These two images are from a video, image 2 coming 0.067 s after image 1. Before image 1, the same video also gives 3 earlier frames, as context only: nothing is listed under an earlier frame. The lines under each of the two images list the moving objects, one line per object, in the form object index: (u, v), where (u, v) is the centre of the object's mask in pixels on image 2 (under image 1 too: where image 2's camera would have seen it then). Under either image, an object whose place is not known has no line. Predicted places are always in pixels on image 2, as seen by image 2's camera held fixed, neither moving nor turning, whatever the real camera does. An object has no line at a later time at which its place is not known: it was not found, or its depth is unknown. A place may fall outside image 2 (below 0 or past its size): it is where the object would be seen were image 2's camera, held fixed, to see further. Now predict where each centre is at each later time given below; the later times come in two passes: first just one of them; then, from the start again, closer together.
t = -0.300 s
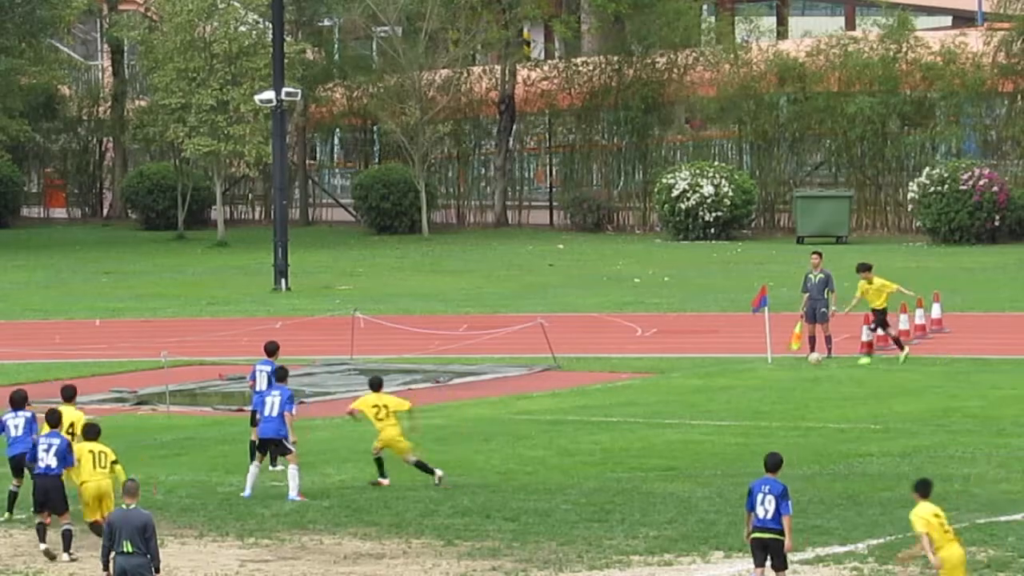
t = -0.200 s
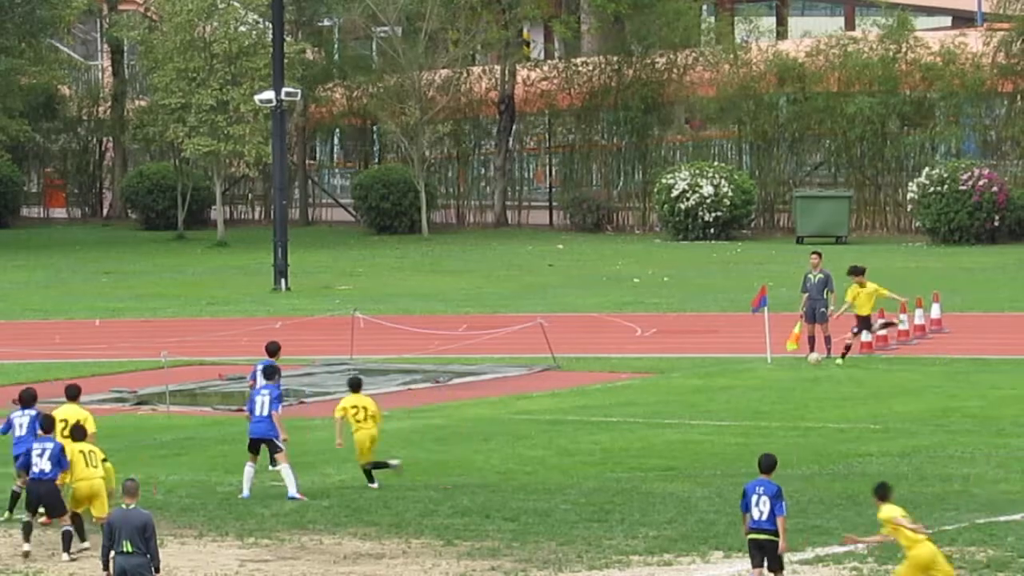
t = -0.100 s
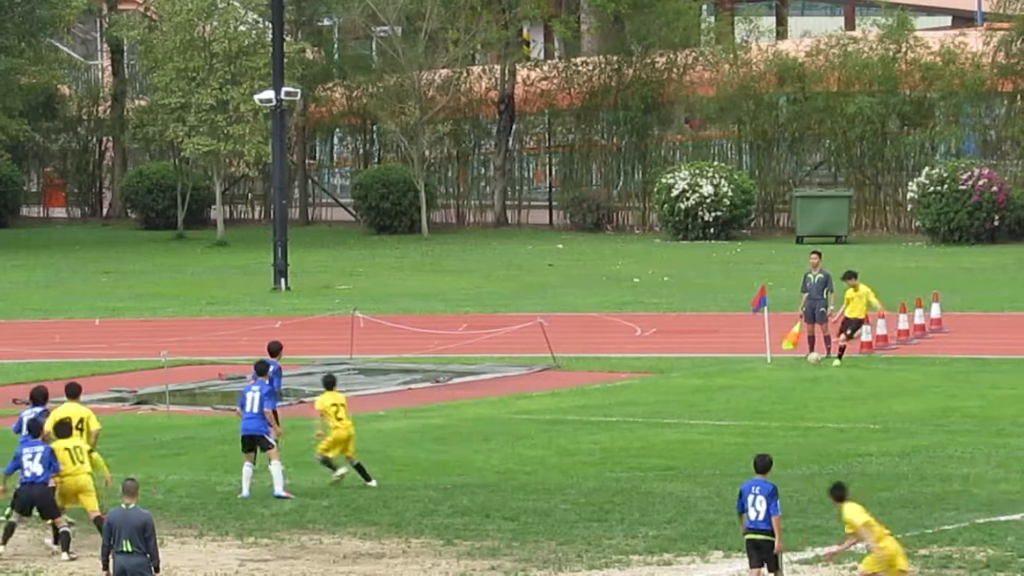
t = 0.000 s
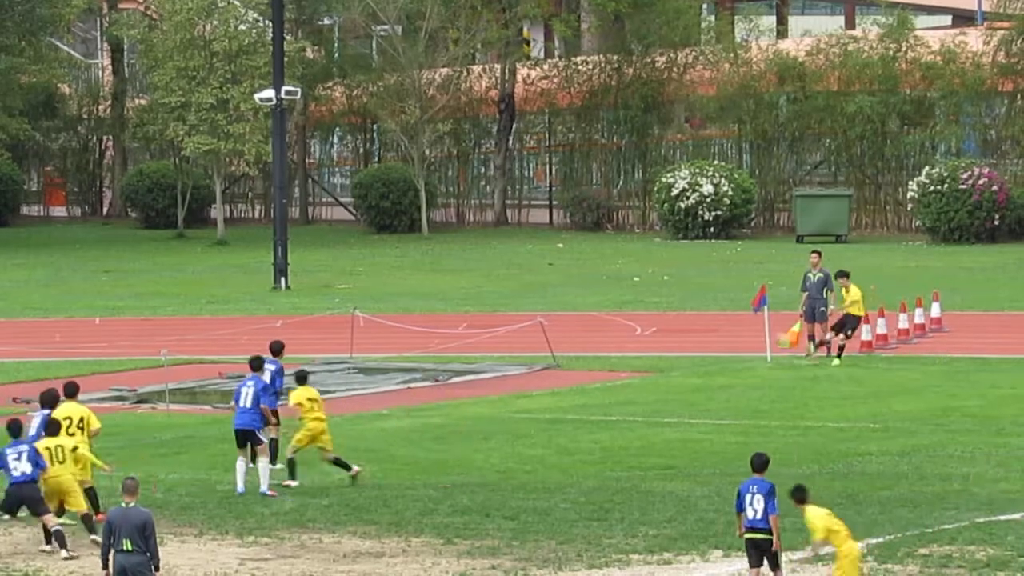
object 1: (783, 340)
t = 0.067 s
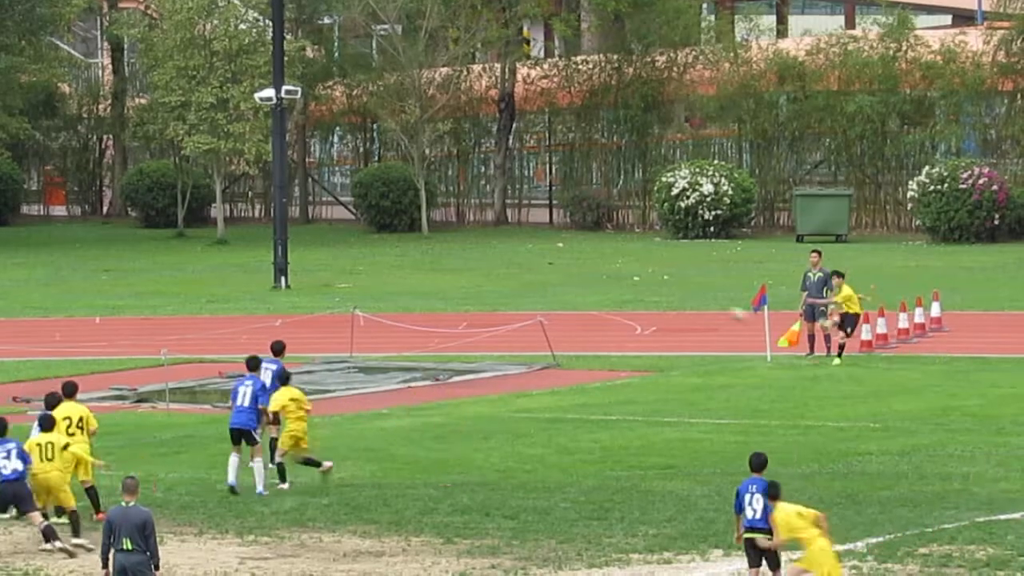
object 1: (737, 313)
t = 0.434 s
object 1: (513, 196)
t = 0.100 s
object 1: (716, 300)
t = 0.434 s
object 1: (513, 196)
